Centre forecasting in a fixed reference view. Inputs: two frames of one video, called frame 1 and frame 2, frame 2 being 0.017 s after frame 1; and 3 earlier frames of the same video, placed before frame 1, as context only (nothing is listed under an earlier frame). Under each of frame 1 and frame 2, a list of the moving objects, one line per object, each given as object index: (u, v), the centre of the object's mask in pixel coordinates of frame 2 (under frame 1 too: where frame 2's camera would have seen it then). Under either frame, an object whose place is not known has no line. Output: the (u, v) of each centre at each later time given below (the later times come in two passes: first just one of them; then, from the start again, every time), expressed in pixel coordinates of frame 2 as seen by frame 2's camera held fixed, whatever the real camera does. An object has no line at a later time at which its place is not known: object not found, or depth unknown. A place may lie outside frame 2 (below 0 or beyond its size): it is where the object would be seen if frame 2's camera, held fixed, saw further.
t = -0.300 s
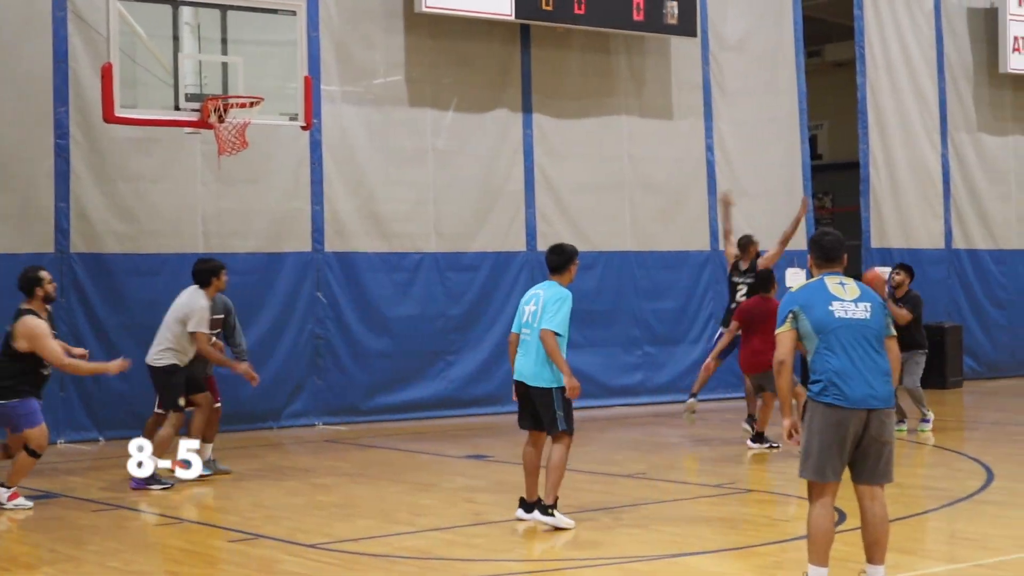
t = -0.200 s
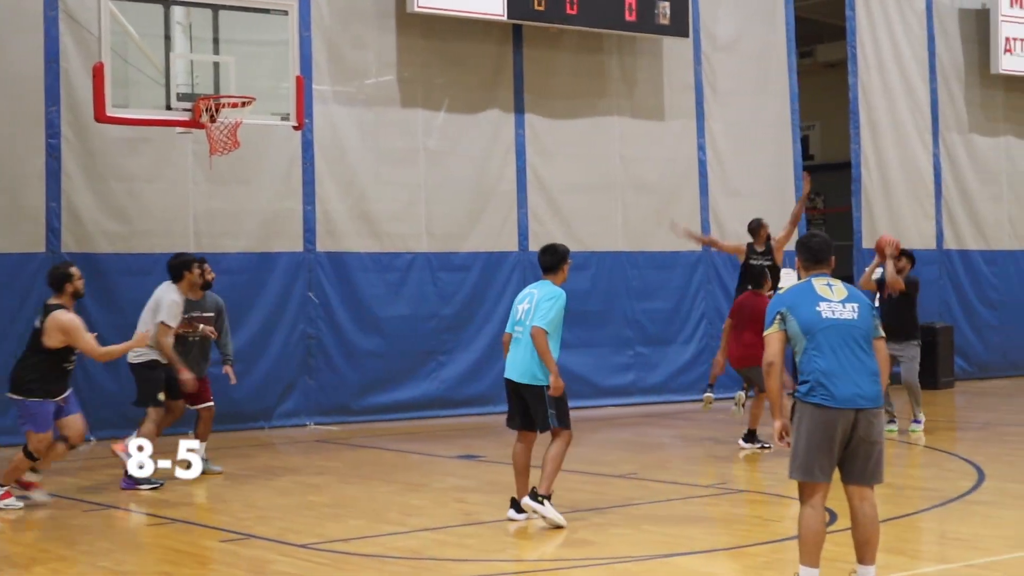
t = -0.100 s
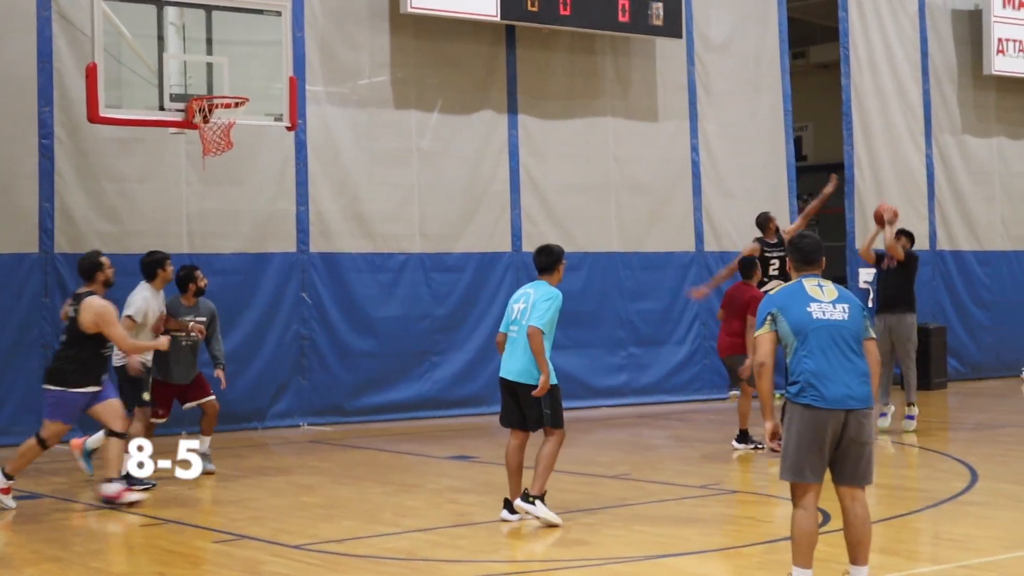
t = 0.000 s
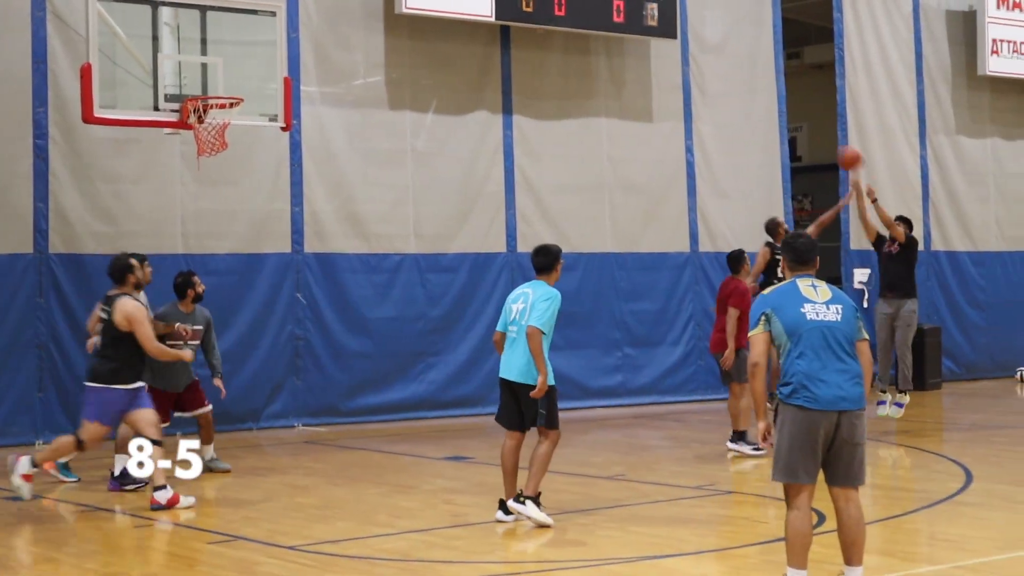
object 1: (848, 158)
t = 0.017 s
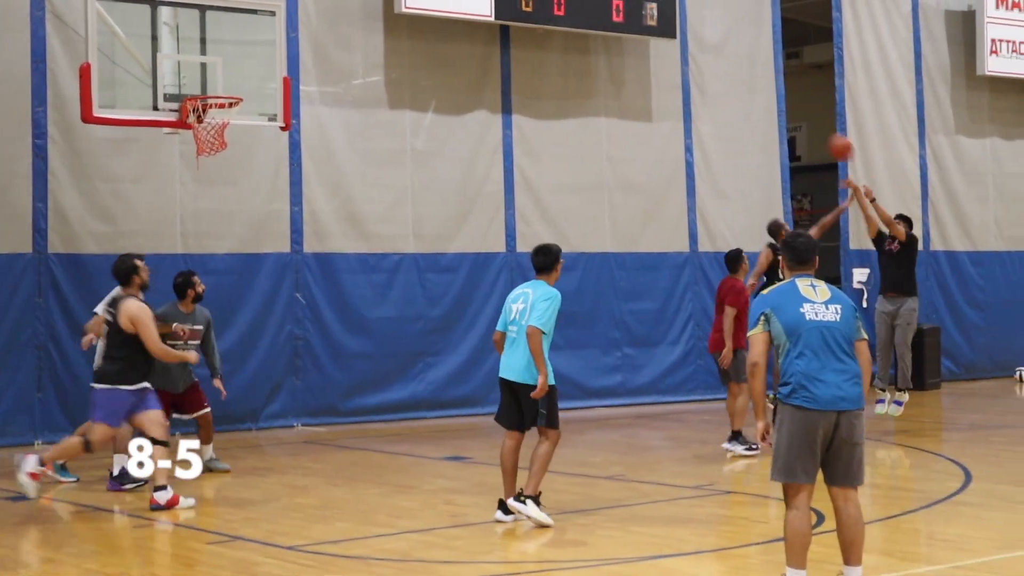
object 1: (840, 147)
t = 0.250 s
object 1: (721, 28)
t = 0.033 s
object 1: (831, 138)
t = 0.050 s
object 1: (823, 127)
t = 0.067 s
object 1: (816, 118)
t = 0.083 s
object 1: (807, 108)
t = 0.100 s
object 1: (799, 99)
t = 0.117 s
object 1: (791, 90)
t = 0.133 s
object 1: (782, 81)
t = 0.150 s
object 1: (773, 74)
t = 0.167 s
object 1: (764, 65)
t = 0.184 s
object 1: (755, 58)
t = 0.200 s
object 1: (747, 50)
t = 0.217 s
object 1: (738, 43)
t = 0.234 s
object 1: (730, 36)
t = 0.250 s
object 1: (721, 28)
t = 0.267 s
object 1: (712, 21)
